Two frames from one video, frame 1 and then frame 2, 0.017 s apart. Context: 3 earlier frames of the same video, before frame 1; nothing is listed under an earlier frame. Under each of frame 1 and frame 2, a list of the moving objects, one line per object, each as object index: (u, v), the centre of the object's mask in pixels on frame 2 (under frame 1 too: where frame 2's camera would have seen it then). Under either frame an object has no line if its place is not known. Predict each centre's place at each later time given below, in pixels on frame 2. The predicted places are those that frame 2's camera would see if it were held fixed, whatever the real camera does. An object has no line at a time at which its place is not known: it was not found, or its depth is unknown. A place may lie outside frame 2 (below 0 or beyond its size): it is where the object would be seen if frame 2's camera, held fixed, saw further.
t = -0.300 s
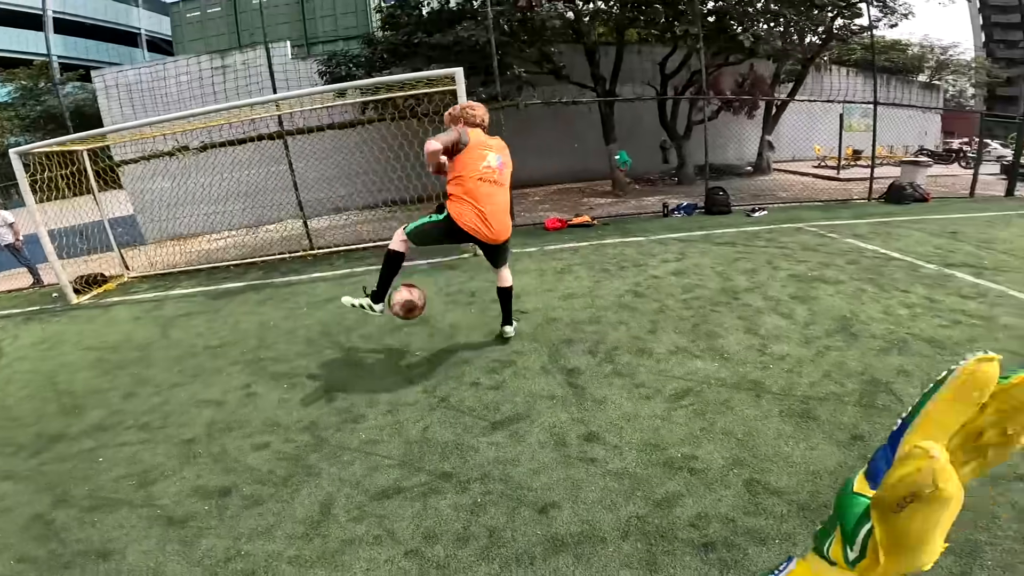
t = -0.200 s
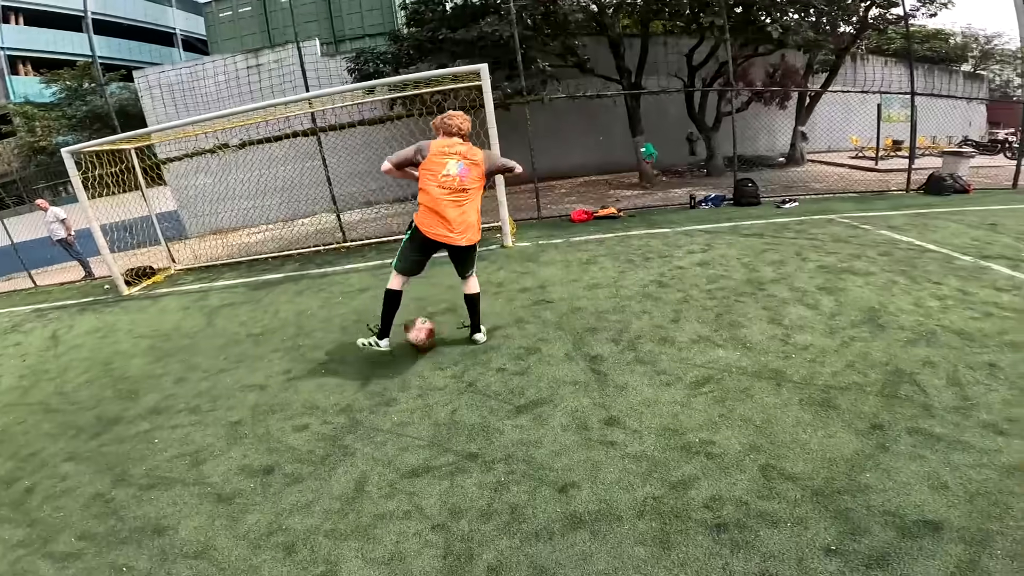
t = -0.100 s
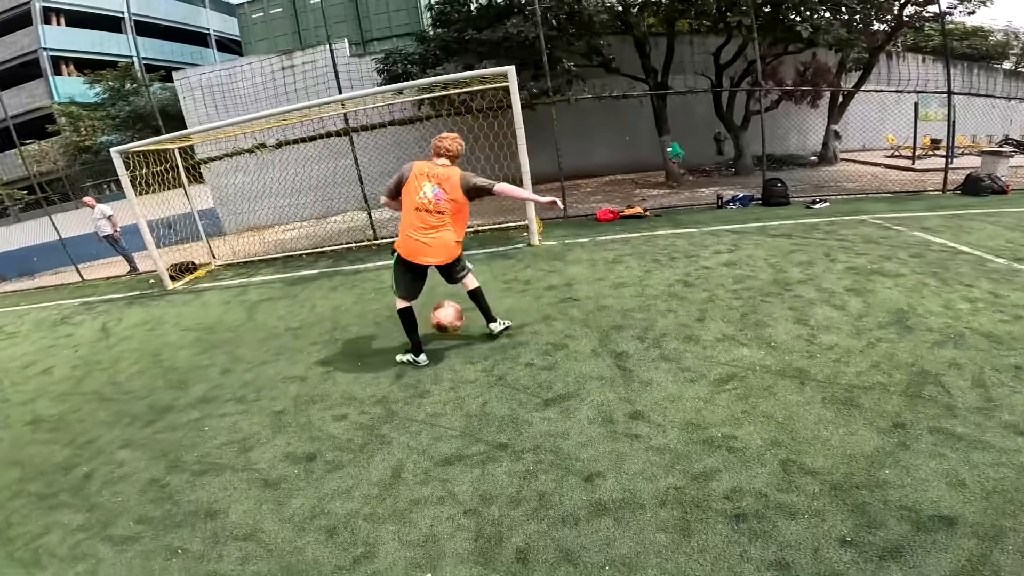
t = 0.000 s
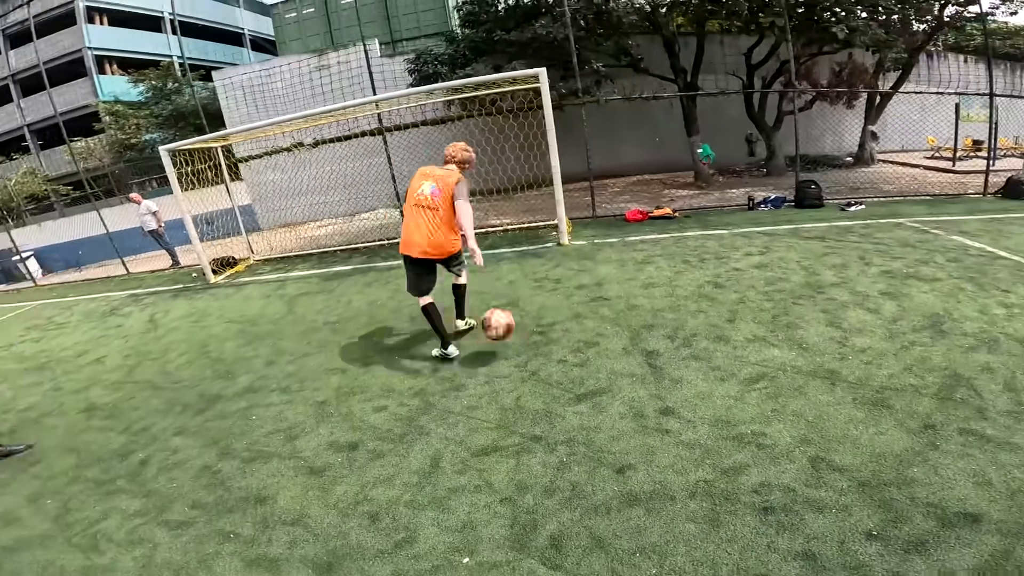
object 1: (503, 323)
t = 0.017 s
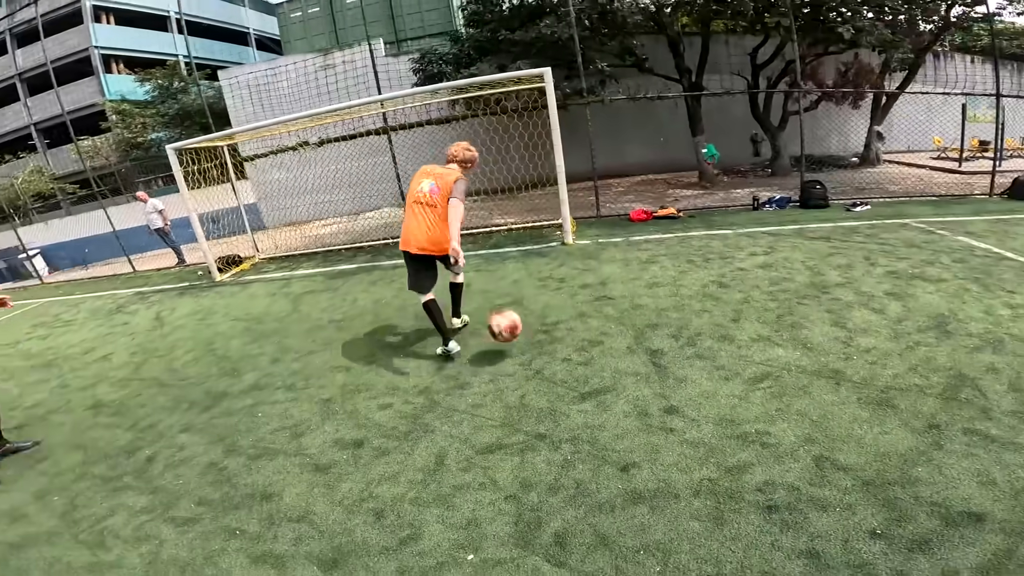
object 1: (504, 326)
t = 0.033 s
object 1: (508, 329)
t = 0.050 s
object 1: (511, 333)
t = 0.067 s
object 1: (514, 335)
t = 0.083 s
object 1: (517, 341)
